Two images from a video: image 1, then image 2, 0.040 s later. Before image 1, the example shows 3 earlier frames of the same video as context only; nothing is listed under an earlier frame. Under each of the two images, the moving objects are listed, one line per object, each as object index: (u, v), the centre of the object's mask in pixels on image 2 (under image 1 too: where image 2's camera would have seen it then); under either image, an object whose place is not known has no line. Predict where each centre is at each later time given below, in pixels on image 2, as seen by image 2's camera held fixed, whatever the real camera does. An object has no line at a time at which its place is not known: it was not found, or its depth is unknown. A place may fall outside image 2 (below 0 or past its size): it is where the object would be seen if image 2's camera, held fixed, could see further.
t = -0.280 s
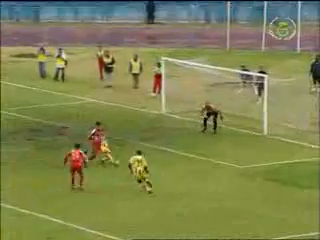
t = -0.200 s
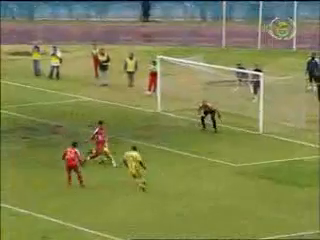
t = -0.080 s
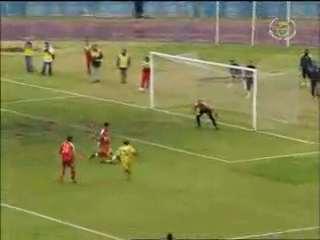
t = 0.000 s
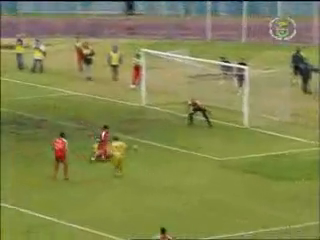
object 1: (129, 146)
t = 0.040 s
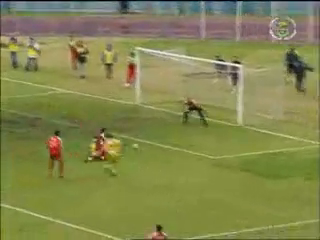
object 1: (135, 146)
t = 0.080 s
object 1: (140, 147)
